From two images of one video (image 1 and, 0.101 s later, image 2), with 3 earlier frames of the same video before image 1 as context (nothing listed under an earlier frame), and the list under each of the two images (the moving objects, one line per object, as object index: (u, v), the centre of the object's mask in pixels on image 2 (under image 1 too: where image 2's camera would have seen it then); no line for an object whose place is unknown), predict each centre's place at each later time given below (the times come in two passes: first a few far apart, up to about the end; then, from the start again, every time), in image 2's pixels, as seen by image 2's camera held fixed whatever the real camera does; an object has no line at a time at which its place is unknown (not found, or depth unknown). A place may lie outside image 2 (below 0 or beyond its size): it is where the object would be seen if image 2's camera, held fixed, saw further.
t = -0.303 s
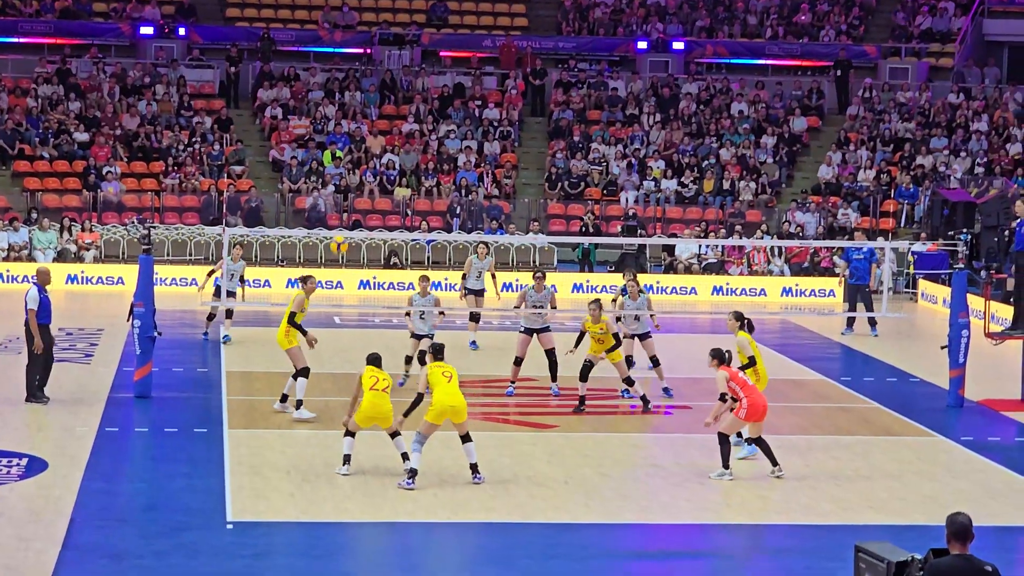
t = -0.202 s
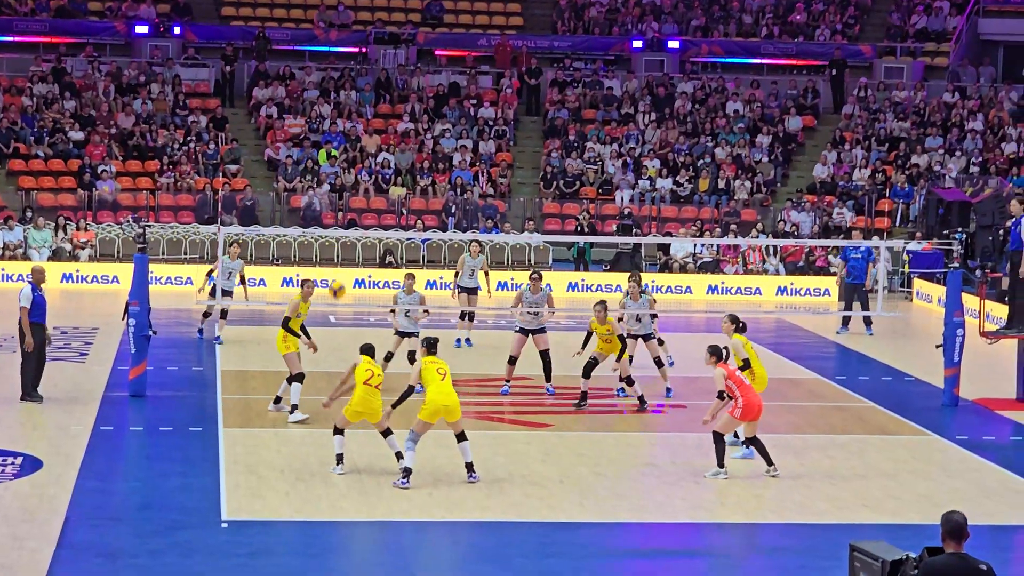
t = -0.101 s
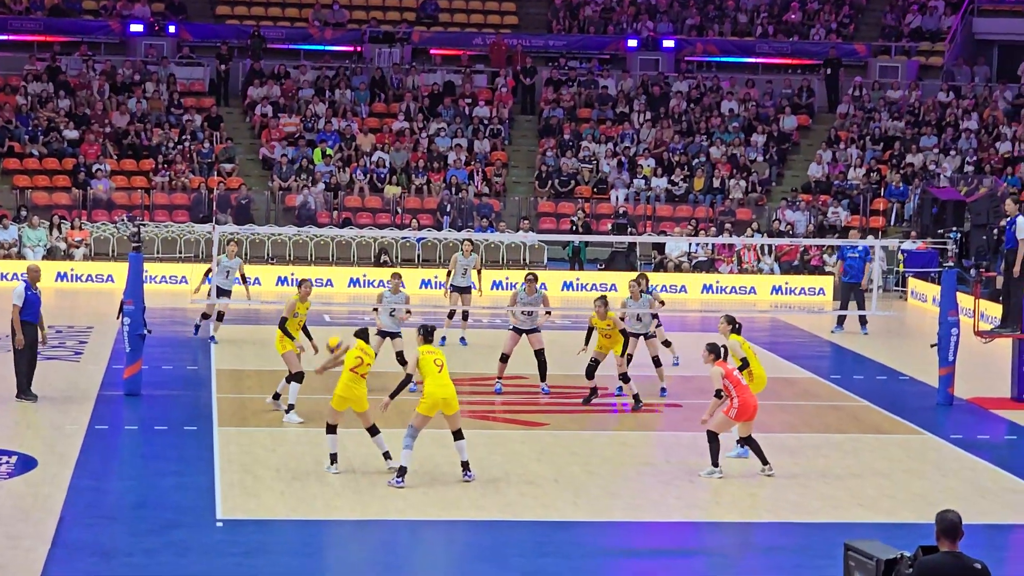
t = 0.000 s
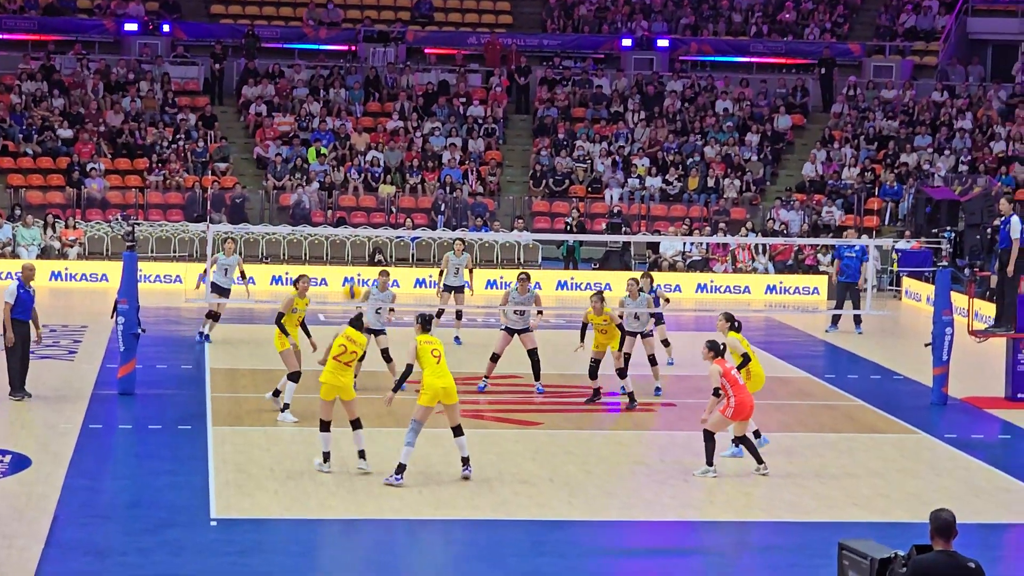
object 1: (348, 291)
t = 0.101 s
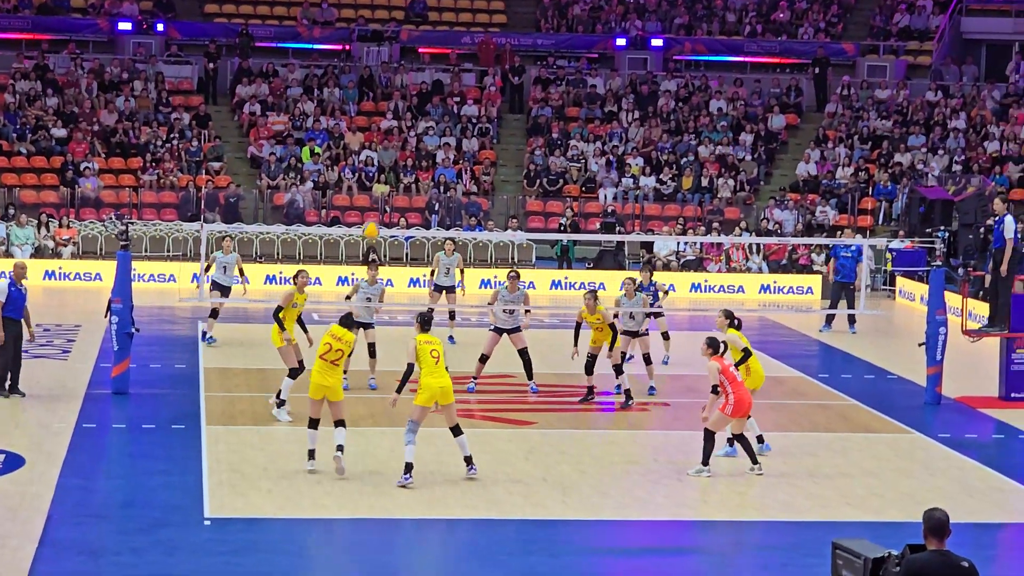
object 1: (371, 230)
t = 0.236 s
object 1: (399, 167)
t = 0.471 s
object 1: (446, 97)
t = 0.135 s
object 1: (378, 213)
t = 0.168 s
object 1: (385, 196)
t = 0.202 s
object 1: (393, 181)
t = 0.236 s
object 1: (399, 167)
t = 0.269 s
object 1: (406, 153)
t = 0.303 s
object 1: (412, 142)
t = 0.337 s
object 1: (420, 130)
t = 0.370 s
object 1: (427, 121)
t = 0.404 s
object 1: (433, 111)
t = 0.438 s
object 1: (439, 104)
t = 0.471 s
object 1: (446, 97)
